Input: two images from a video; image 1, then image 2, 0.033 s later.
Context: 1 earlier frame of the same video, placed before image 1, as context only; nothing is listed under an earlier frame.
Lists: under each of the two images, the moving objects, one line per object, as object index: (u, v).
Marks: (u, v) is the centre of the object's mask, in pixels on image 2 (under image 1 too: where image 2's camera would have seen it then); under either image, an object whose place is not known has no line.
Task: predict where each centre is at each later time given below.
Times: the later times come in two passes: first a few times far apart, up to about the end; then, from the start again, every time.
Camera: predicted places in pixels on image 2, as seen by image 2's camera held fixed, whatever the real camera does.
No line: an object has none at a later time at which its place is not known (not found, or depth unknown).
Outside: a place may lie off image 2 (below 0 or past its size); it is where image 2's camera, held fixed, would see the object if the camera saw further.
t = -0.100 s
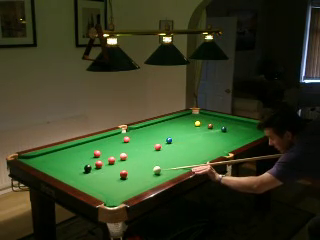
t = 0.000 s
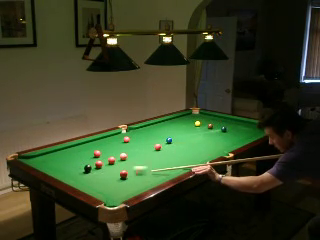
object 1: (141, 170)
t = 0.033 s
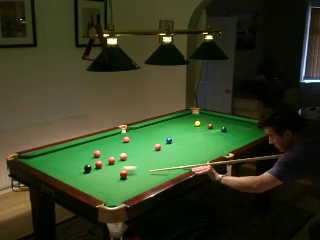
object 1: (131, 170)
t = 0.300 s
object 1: (84, 173)
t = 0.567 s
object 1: (74, 176)
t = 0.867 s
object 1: (87, 172)
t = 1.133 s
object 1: (97, 169)
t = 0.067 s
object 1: (119, 169)
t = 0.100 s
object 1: (110, 170)
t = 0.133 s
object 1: (101, 170)
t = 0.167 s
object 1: (93, 170)
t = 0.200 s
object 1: (91, 171)
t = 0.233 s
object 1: (89, 172)
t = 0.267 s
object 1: (86, 172)
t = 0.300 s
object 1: (84, 173)
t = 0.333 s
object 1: (81, 174)
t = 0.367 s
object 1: (79, 175)
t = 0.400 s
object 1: (77, 176)
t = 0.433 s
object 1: (75, 176)
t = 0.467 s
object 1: (72, 176)
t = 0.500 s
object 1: (71, 176)
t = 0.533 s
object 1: (72, 176)
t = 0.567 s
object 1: (74, 176)
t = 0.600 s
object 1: (75, 176)
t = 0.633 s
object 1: (76, 176)
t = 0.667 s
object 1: (78, 176)
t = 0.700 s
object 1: (80, 174)
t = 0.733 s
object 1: (81, 174)
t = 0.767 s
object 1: (83, 174)
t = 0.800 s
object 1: (84, 173)
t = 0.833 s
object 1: (85, 173)
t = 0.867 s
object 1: (87, 172)
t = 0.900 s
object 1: (88, 172)
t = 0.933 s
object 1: (90, 172)
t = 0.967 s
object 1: (91, 171)
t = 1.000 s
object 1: (92, 171)
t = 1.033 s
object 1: (93, 170)
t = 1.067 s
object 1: (95, 170)
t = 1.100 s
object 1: (96, 169)
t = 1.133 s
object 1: (97, 169)
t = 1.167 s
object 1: (99, 169)
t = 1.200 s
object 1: (100, 168)
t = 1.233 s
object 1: (101, 168)
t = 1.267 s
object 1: (102, 168)
